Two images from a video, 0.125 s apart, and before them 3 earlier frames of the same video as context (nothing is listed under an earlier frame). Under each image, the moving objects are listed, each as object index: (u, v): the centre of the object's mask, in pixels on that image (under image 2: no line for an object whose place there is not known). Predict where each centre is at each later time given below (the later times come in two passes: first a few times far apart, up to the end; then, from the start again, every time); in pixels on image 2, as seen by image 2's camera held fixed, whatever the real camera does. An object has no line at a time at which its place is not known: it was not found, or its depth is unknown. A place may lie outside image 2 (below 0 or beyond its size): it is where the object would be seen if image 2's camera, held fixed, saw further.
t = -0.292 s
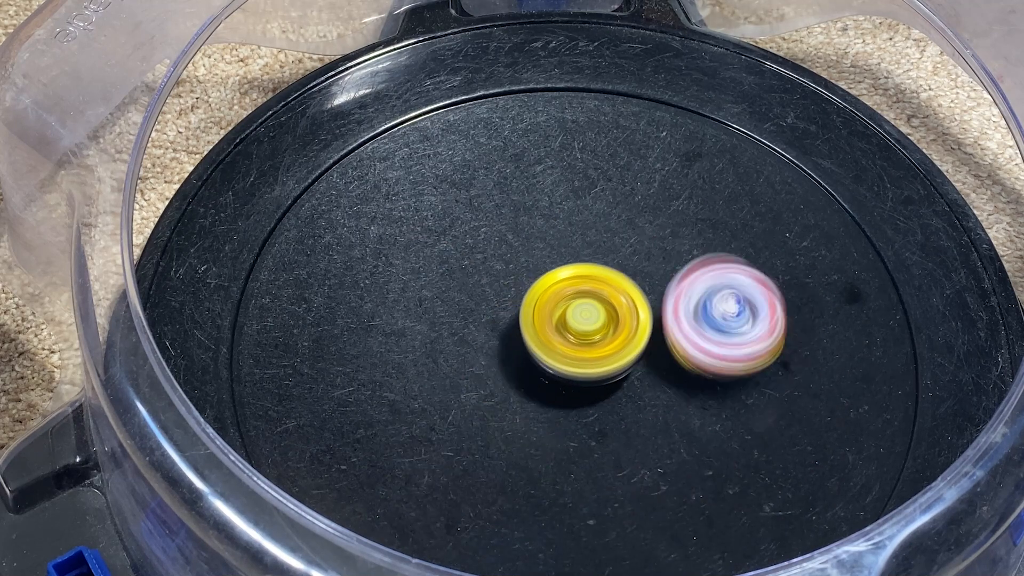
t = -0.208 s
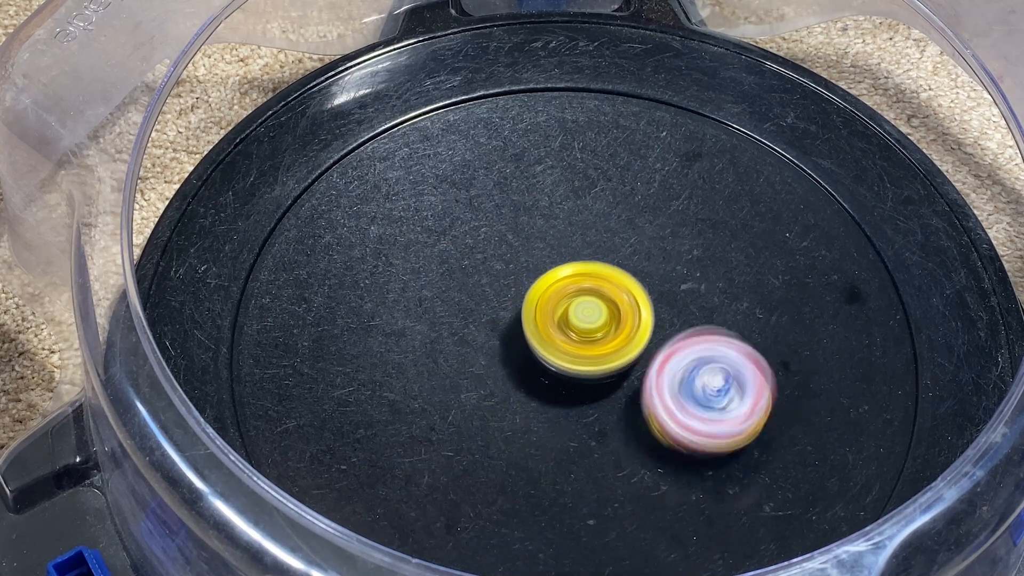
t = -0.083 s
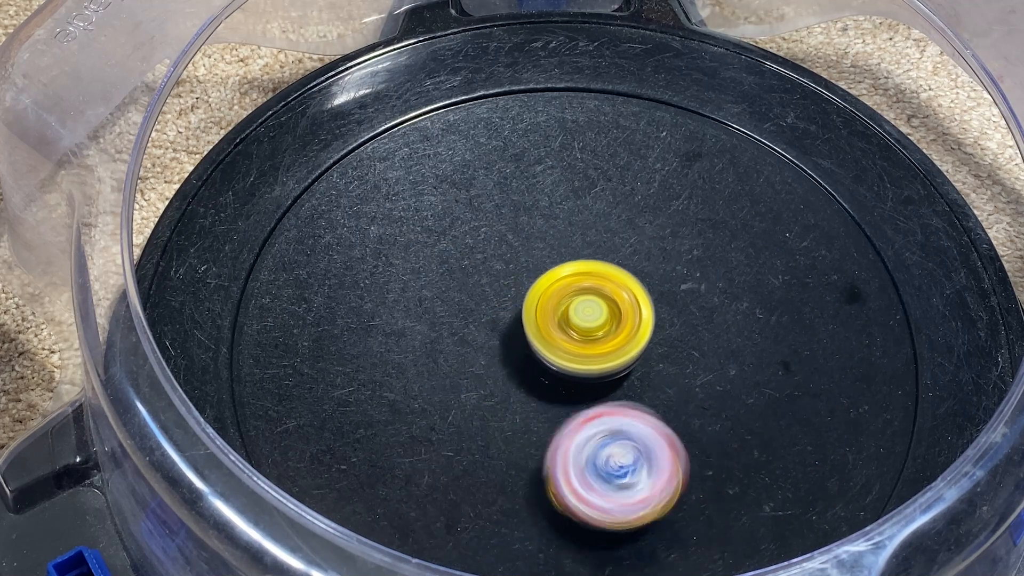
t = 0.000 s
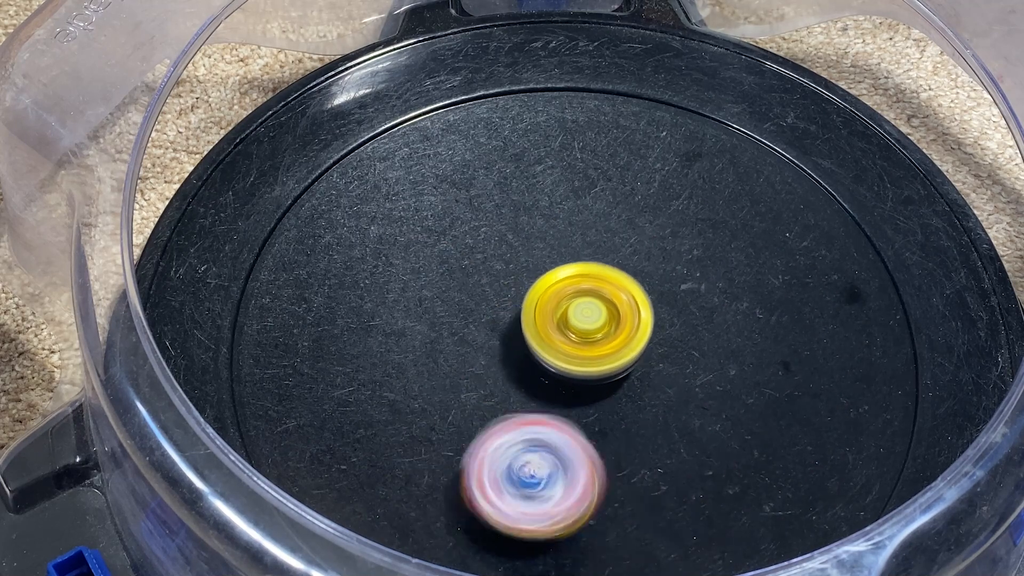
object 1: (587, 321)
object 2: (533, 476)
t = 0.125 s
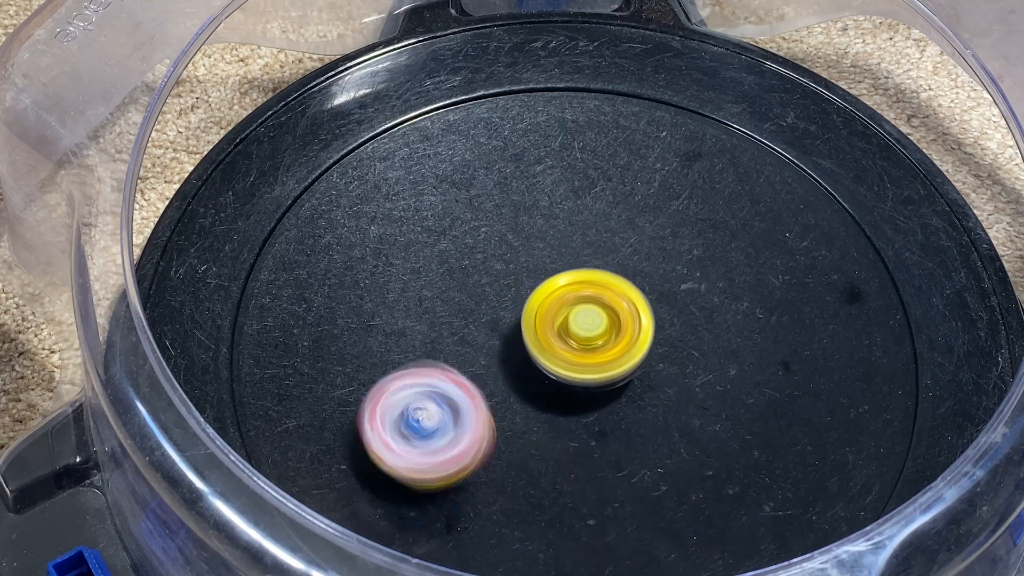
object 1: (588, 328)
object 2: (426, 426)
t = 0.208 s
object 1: (591, 333)
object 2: (399, 363)
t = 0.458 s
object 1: (602, 346)
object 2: (554, 231)
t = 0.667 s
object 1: (622, 419)
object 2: (720, 116)
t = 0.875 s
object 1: (636, 435)
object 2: (741, 285)
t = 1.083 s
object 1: (613, 443)
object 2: (667, 324)
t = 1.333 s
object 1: (569, 432)
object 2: (622, 278)
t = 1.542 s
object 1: (535, 404)
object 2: (596, 274)
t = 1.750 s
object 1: (483, 415)
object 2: (601, 224)
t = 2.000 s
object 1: (474, 409)
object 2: (662, 270)
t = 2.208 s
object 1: (416, 409)
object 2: (662, 304)
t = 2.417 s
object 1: (422, 414)
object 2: (692, 297)
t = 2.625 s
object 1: (463, 399)
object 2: (574, 334)
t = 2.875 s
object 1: (474, 386)
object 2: (606, 312)
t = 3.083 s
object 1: (499, 378)
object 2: (639, 313)
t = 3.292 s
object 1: (505, 371)
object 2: (698, 365)
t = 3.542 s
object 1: (515, 371)
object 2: (674, 408)
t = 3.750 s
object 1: (462, 335)
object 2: (734, 434)
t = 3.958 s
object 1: (467, 327)
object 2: (668, 401)
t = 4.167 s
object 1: (474, 317)
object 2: (640, 289)
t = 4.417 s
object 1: (492, 323)
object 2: (723, 306)
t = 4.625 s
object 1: (488, 325)
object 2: (676, 378)
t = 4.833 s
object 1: (478, 334)
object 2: (650, 408)
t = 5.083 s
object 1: (463, 336)
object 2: (654, 365)
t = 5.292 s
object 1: (475, 345)
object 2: (663, 348)
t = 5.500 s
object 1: (507, 355)
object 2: (641, 325)
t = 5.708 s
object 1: (505, 380)
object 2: (723, 276)
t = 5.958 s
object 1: (539, 404)
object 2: (677, 341)
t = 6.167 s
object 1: (546, 428)
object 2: (619, 266)
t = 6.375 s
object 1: (566, 434)
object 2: (641, 253)
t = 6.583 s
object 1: (589, 422)
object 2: (586, 315)
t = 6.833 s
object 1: (605, 458)
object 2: (560, 174)
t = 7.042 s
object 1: (619, 447)
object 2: (633, 260)
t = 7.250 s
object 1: (616, 481)
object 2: (572, 274)
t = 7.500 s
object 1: (638, 458)
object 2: (550, 260)
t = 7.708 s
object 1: (651, 424)
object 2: (537, 318)
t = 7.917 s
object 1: (665, 388)
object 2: (494, 351)
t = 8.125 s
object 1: (682, 354)
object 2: (499, 346)
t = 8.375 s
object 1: (701, 322)
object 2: (579, 368)
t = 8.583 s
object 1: (704, 308)
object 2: (594, 411)
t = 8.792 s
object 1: (691, 302)
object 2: (570, 394)
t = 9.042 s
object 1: (675, 292)
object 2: (503, 357)
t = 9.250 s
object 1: (651, 282)
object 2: (500, 299)
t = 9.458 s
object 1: (642, 275)
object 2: (509, 315)
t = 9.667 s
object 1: (624, 269)
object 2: (519, 349)
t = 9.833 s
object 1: (609, 267)
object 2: (503, 377)
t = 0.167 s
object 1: (589, 330)
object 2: (407, 396)
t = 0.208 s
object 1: (591, 333)
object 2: (399, 363)
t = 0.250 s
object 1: (594, 335)
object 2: (403, 330)
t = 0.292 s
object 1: (596, 336)
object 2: (420, 300)
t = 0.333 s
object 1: (598, 337)
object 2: (446, 275)
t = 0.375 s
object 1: (600, 338)
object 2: (479, 259)
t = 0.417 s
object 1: (602, 338)
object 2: (515, 249)
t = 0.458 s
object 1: (602, 346)
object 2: (554, 231)
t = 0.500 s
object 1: (604, 379)
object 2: (596, 174)
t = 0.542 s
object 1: (609, 398)
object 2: (632, 131)
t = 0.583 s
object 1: (614, 407)
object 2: (669, 102)
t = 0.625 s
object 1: (619, 413)
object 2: (701, 91)
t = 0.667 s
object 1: (622, 419)
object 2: (720, 116)
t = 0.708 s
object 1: (626, 423)
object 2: (735, 147)
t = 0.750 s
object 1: (629, 427)
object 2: (744, 181)
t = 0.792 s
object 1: (632, 430)
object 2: (749, 217)
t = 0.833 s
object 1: (634, 433)
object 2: (749, 252)
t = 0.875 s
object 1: (636, 435)
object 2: (741, 285)
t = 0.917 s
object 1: (637, 436)
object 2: (726, 315)
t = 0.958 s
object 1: (637, 436)
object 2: (703, 336)
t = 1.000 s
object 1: (629, 440)
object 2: (685, 342)
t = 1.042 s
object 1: (620, 443)
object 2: (673, 338)
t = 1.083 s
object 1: (613, 443)
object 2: (667, 324)
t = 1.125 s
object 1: (607, 444)
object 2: (661, 310)
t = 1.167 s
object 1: (599, 443)
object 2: (654, 299)
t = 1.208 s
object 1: (592, 443)
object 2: (645, 290)
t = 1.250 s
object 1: (584, 440)
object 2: (637, 283)
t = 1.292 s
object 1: (576, 437)
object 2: (628, 279)
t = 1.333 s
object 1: (569, 432)
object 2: (622, 278)
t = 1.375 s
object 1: (561, 428)
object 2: (616, 278)
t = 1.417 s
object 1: (554, 424)
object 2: (613, 276)
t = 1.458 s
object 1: (547, 418)
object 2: (609, 275)
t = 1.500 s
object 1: (541, 412)
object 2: (604, 274)
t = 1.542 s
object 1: (535, 404)
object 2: (596, 274)
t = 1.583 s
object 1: (530, 398)
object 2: (585, 277)
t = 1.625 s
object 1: (525, 390)
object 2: (575, 282)
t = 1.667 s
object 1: (520, 384)
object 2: (566, 287)
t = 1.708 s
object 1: (498, 401)
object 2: (582, 255)
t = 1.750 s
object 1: (483, 415)
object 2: (601, 224)
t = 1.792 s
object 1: (473, 420)
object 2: (619, 204)
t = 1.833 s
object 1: (470, 420)
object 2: (638, 197)
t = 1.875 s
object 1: (470, 418)
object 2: (651, 201)
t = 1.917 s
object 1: (470, 416)
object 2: (662, 217)
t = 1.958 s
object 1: (472, 413)
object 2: (666, 242)
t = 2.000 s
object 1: (474, 409)
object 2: (662, 270)
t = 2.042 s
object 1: (477, 405)
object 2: (647, 299)
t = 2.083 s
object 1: (481, 400)
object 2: (624, 324)
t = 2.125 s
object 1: (482, 396)
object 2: (598, 343)
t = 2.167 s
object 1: (440, 406)
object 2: (630, 323)
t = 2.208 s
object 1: (416, 409)
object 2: (662, 304)
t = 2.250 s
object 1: (412, 411)
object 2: (683, 287)
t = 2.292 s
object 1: (412, 413)
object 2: (696, 278)
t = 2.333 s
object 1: (414, 414)
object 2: (701, 277)
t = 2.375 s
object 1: (417, 415)
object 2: (700, 284)
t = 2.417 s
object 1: (422, 414)
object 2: (692, 297)
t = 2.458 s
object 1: (429, 412)
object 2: (675, 311)
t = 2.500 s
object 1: (436, 410)
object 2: (654, 324)
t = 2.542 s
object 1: (445, 406)
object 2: (630, 333)
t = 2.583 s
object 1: (454, 403)
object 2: (602, 335)
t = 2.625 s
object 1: (463, 399)
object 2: (574, 334)
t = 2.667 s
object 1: (457, 396)
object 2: (569, 323)
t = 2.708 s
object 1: (446, 395)
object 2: (582, 315)
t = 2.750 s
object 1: (448, 393)
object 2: (592, 309)
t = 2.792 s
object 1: (456, 391)
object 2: (597, 308)
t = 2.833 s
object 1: (465, 389)
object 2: (600, 309)
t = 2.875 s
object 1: (474, 386)
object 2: (606, 312)
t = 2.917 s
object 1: (483, 383)
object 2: (611, 313)
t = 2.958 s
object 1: (493, 380)
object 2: (613, 314)
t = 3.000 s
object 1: (503, 377)
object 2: (611, 316)
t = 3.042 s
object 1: (503, 377)
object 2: (620, 314)
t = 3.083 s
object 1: (499, 378)
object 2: (639, 313)
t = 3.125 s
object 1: (505, 377)
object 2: (655, 317)
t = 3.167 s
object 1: (514, 375)
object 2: (664, 327)
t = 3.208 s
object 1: (523, 375)
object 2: (666, 342)
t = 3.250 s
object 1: (528, 373)
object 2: (662, 356)
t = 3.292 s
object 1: (505, 371)
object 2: (698, 365)
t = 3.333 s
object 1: (495, 368)
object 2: (725, 373)
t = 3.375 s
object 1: (497, 368)
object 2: (739, 380)
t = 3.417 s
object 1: (500, 369)
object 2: (742, 388)
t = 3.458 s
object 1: (505, 370)
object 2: (732, 397)
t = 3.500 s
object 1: (510, 371)
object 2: (709, 406)
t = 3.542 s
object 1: (515, 371)
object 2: (674, 408)
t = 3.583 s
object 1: (511, 365)
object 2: (656, 408)
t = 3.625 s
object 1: (480, 347)
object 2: (693, 420)
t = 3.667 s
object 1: (469, 339)
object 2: (721, 428)
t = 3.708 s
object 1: (465, 337)
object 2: (734, 432)
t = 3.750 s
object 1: (462, 335)
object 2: (734, 434)
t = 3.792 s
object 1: (461, 333)
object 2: (726, 434)
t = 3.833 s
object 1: (461, 332)
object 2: (713, 433)
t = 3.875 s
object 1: (462, 330)
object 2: (699, 428)
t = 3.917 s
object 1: (464, 329)
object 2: (684, 417)
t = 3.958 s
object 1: (467, 327)
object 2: (668, 401)
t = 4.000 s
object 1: (471, 325)
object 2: (651, 382)
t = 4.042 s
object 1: (477, 323)
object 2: (634, 360)
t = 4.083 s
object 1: (484, 322)
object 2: (621, 333)
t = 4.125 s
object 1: (489, 320)
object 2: (618, 308)
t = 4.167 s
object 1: (474, 317)
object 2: (640, 289)
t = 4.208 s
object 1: (467, 314)
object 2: (661, 274)
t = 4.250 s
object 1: (470, 315)
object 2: (682, 265)
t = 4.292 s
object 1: (474, 317)
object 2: (700, 264)
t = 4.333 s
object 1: (479, 319)
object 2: (715, 272)
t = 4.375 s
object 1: (485, 321)
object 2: (723, 287)
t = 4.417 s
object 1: (492, 323)
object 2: (723, 306)
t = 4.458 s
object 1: (499, 326)
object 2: (714, 325)
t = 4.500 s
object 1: (506, 328)
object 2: (696, 341)
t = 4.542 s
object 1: (514, 331)
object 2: (671, 353)
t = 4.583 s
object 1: (515, 331)
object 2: (651, 363)
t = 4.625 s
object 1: (488, 325)
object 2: (676, 378)
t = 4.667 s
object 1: (475, 321)
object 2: (694, 390)
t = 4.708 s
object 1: (475, 322)
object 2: (701, 399)
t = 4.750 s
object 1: (475, 326)
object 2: (696, 406)
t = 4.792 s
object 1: (476, 330)
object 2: (677, 410)
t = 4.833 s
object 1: (478, 334)
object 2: (650, 408)
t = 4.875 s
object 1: (480, 339)
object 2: (617, 399)
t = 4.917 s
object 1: (472, 337)
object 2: (604, 390)
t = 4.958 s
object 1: (463, 333)
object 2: (618, 387)
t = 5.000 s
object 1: (463, 333)
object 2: (633, 381)
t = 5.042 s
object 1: (463, 335)
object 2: (644, 374)
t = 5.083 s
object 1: (463, 336)
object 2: (654, 365)
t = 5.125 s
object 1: (464, 339)
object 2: (661, 357)
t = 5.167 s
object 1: (466, 341)
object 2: (663, 352)
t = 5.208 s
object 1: (468, 342)
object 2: (663, 349)
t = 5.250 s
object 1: (471, 344)
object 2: (662, 348)
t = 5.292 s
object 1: (475, 345)
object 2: (663, 348)
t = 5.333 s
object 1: (480, 347)
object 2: (664, 347)
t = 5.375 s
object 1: (486, 348)
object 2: (664, 343)
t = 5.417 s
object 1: (492, 351)
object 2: (661, 337)
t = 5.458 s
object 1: (500, 353)
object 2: (652, 330)
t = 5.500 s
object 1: (507, 355)
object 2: (641, 325)
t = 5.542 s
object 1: (511, 358)
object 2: (636, 318)
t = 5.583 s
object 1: (496, 367)
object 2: (664, 299)
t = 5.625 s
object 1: (496, 372)
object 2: (687, 286)
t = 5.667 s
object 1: (501, 376)
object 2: (707, 278)
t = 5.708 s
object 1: (505, 380)
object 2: (723, 276)
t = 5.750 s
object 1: (510, 384)
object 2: (735, 281)
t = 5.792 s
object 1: (515, 389)
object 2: (743, 292)
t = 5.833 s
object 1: (521, 393)
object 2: (740, 306)
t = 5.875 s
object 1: (527, 397)
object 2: (727, 318)
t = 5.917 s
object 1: (533, 400)
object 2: (705, 330)
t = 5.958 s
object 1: (539, 404)
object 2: (677, 341)
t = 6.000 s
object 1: (544, 407)
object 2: (649, 344)
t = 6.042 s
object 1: (536, 417)
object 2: (638, 326)
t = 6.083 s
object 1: (539, 421)
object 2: (629, 305)
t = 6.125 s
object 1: (543, 425)
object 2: (623, 285)
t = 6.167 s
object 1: (546, 428)
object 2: (619, 266)
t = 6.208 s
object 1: (550, 431)
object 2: (621, 251)
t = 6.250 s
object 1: (554, 433)
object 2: (626, 241)
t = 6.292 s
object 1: (558, 433)
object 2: (633, 238)
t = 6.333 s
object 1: (562, 435)
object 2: (639, 242)
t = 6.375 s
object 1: (566, 434)
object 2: (641, 253)
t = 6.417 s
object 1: (571, 433)
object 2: (641, 266)
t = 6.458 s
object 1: (575, 432)
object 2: (636, 279)
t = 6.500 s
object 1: (580, 429)
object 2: (625, 293)
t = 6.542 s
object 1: (584, 426)
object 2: (608, 306)
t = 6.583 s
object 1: (589, 422)
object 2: (586, 315)
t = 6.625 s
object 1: (592, 445)
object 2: (565, 288)
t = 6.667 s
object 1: (592, 458)
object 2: (547, 252)
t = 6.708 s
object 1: (596, 459)
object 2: (538, 222)
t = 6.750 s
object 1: (600, 459)
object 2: (537, 200)
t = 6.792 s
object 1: (603, 458)
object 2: (545, 184)
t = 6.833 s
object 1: (605, 458)
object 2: (560, 174)
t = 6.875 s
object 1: (608, 457)
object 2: (580, 172)
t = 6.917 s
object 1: (612, 456)
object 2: (602, 180)
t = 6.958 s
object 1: (614, 454)
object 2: (621, 200)
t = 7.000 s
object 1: (617, 451)
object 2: (632, 227)
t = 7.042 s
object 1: (619, 447)
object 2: (633, 260)
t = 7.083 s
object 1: (621, 444)
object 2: (627, 293)
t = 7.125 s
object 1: (623, 439)
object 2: (613, 323)
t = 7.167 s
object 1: (624, 455)
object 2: (599, 319)
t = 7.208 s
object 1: (620, 477)
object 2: (585, 293)
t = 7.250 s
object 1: (616, 481)
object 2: (572, 274)
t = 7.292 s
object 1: (619, 478)
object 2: (563, 264)
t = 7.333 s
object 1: (624, 476)
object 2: (558, 259)
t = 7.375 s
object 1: (628, 473)
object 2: (556, 256)
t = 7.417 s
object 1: (631, 469)
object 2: (554, 255)
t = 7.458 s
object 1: (634, 464)
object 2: (552, 257)
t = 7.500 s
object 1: (638, 458)
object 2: (550, 260)
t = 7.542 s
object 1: (641, 452)
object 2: (549, 267)
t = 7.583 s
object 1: (643, 445)
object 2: (547, 277)
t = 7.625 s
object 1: (646, 438)
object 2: (545, 290)
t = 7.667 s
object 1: (649, 431)
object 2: (542, 303)
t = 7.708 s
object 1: (651, 424)
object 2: (537, 318)
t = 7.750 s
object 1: (654, 416)
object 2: (530, 331)
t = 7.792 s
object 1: (657, 409)
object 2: (521, 341)
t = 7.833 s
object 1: (659, 402)
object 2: (512, 347)
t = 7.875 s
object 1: (662, 394)
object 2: (503, 350)
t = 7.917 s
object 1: (665, 388)
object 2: (494, 351)
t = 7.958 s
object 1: (669, 380)
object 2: (488, 350)
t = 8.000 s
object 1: (672, 374)
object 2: (485, 348)
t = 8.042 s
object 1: (675, 367)
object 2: (486, 347)
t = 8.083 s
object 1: (679, 360)
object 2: (490, 346)
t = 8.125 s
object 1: (682, 354)
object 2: (499, 346)
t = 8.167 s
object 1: (685, 348)
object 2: (511, 346)
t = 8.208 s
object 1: (689, 342)
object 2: (526, 346)
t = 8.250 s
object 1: (692, 336)
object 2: (541, 346)
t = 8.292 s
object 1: (695, 331)
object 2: (557, 350)
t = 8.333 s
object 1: (698, 327)
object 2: (570, 357)
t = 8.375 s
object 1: (701, 322)
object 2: (579, 368)
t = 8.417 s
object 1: (703, 318)
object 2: (586, 378)
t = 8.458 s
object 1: (705, 315)
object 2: (592, 388)
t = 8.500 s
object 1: (705, 312)
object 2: (594, 398)
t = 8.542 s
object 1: (705, 310)
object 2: (595, 405)
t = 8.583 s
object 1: (704, 308)
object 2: (594, 411)
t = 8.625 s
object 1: (703, 306)
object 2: (591, 414)
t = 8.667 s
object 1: (701, 304)
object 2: (587, 413)
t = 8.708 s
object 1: (698, 303)
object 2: (582, 408)
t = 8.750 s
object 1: (695, 302)
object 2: (575, 401)
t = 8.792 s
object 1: (691, 302)
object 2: (570, 394)
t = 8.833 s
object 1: (686, 301)
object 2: (565, 385)
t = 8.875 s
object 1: (680, 301)
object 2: (564, 376)
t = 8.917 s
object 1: (673, 300)
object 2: (565, 366)
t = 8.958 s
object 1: (678, 296)
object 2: (549, 363)
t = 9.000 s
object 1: (680, 294)
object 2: (523, 362)
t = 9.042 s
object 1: (675, 292)
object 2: (503, 357)
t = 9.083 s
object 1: (672, 290)
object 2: (489, 348)
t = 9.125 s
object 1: (667, 288)
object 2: (482, 335)
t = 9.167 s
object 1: (662, 286)
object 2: (482, 322)
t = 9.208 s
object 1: (656, 284)
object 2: (487, 309)
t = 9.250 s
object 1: (651, 282)
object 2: (500, 299)
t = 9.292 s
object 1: (645, 280)
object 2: (518, 294)
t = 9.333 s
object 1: (652, 279)
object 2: (511, 297)
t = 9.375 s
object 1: (651, 279)
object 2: (507, 302)
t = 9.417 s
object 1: (646, 276)
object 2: (507, 308)
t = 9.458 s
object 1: (642, 275)
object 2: (509, 315)
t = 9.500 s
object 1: (638, 273)
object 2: (513, 321)
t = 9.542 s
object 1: (633, 272)
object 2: (519, 328)
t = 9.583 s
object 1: (628, 271)
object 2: (524, 334)
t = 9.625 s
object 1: (625, 269)
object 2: (526, 341)
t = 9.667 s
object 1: (624, 269)
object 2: (519, 349)
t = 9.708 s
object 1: (620, 268)
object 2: (513, 357)
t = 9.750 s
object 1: (617, 268)
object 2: (508, 364)
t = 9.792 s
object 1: (613, 267)
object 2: (505, 371)
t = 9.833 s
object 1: (609, 267)
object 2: (503, 377)
